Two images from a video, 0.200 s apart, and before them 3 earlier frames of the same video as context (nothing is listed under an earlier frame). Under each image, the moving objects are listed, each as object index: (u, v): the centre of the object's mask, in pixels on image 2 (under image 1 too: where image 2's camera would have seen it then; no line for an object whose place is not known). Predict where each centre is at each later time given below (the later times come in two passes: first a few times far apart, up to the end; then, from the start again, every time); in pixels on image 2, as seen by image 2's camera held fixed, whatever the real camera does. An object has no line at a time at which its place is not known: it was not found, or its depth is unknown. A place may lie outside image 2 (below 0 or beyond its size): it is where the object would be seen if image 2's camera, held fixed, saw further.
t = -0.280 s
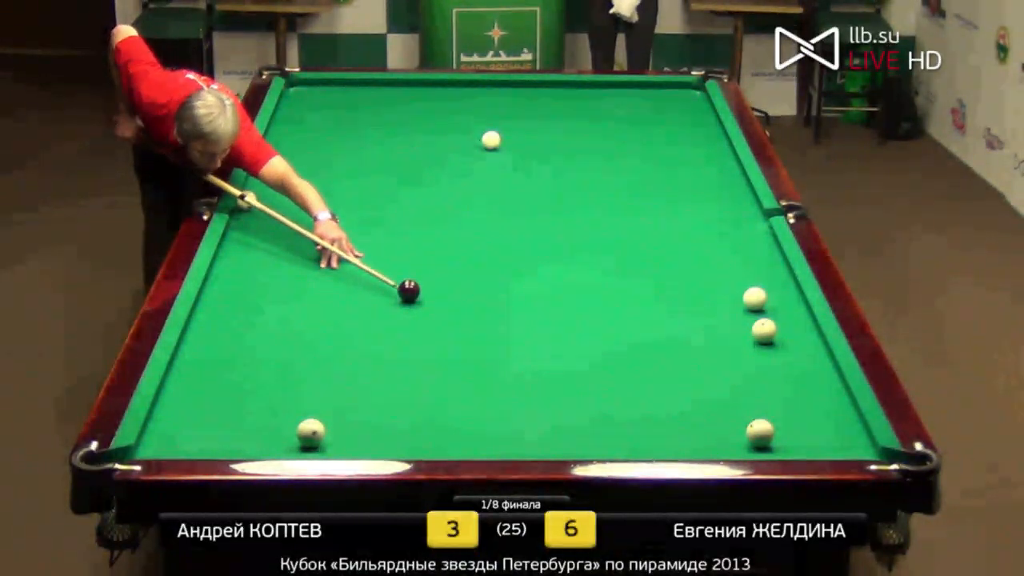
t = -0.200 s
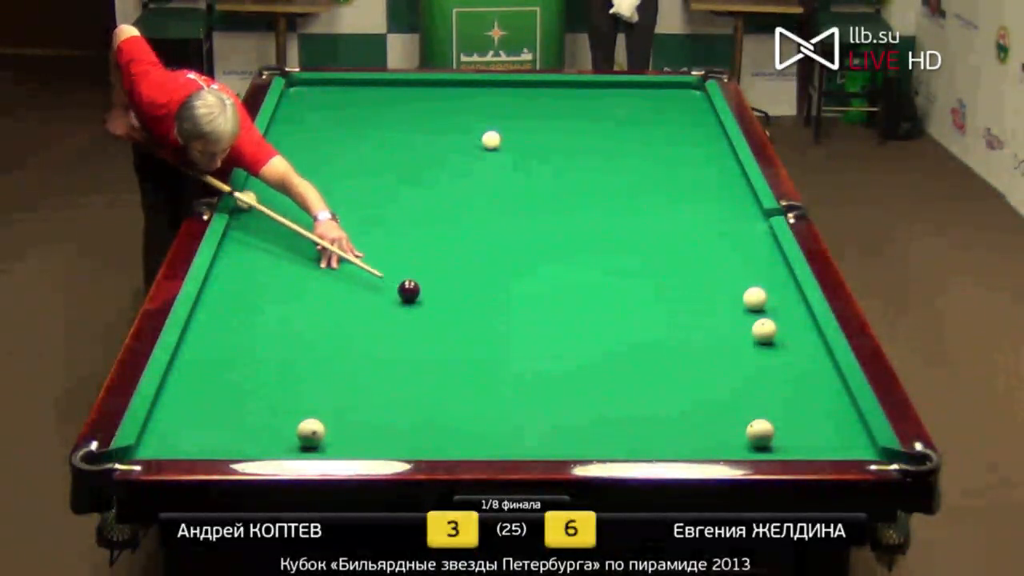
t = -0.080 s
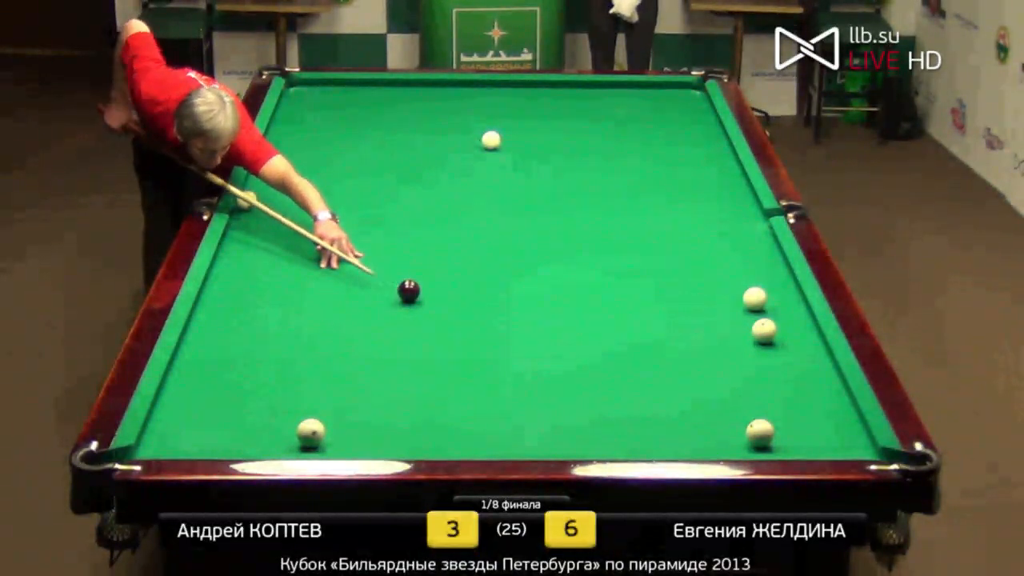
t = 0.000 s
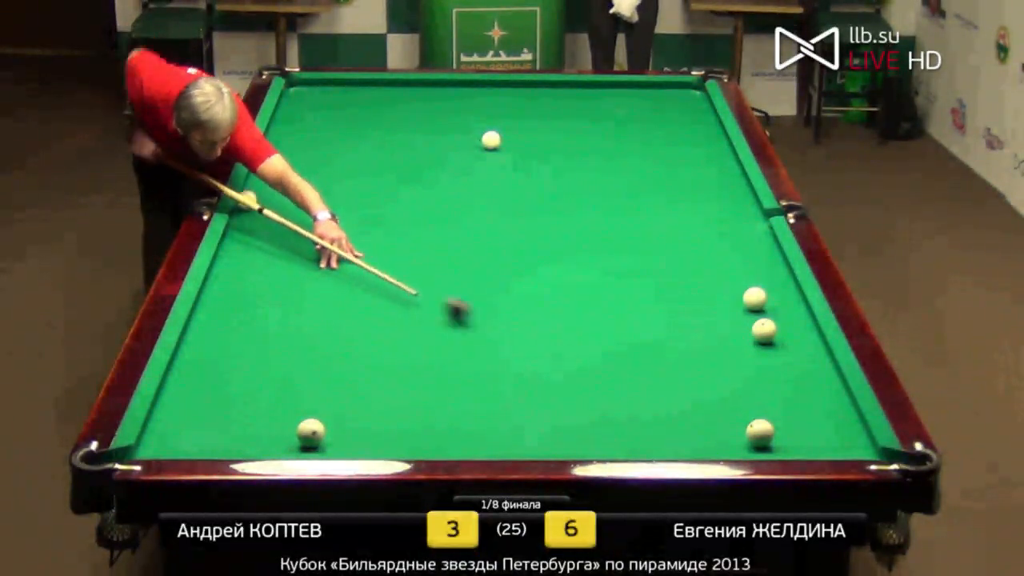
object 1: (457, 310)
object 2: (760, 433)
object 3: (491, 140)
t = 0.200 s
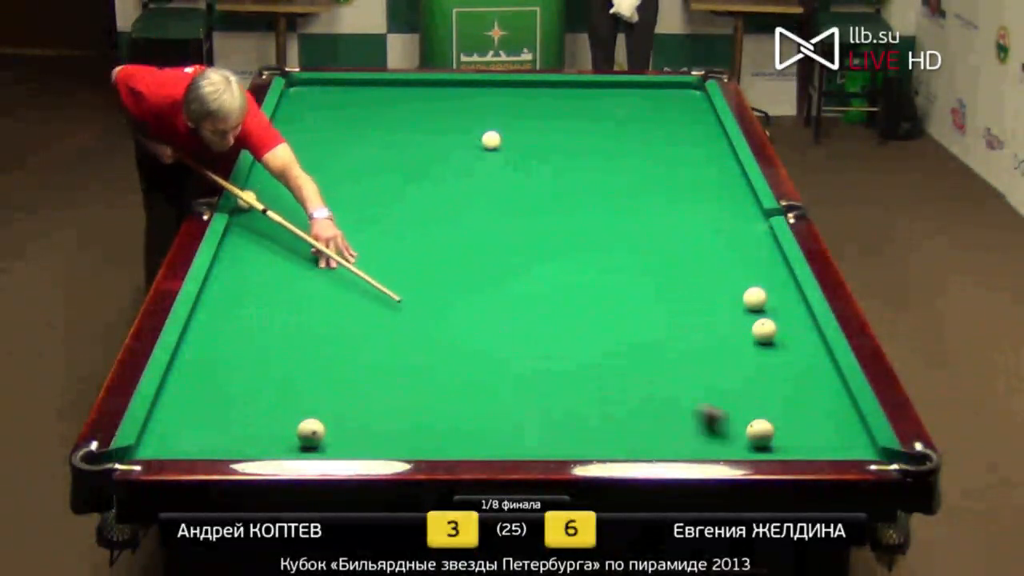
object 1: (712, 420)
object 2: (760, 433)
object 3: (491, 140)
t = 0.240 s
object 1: (729, 436)
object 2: (799, 436)
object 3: (491, 140)
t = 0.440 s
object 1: (652, 425)
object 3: (491, 140)
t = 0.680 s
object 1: (558, 389)
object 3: (491, 140)
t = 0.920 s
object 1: (472, 357)
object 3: (491, 140)
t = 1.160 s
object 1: (394, 327)
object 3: (491, 140)
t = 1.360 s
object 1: (334, 305)
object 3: (491, 140)
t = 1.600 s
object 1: (268, 280)
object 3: (491, 140)
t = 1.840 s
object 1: (234, 257)
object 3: (491, 140)
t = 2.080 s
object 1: (281, 238)
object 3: (491, 140)
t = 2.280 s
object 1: (316, 223)
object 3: (491, 140)
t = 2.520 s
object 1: (355, 207)
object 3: (491, 140)
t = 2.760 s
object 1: (391, 191)
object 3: (491, 140)
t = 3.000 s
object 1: (425, 177)
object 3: (491, 140)
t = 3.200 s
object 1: (451, 166)
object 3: (491, 140)
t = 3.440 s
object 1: (480, 154)
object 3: (491, 140)
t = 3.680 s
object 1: (511, 143)
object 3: (488, 138)
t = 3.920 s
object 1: (545, 137)
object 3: (482, 135)
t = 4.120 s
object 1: (573, 132)
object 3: (477, 132)
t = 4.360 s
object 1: (603, 127)
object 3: (472, 129)
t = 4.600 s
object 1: (632, 121)
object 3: (467, 126)
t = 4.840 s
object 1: (660, 116)
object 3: (462, 124)
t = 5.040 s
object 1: (681, 112)
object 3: (459, 122)
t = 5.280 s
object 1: (706, 108)
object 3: (454, 120)
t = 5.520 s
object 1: (691, 105)
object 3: (451, 118)
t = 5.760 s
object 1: (677, 102)
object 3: (448, 117)
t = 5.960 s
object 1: (666, 100)
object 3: (445, 115)
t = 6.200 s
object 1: (653, 98)
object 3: (442, 114)
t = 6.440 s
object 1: (641, 96)
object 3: (440, 113)
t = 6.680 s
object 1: (630, 95)
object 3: (438, 113)
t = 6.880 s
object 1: (621, 93)
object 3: (437, 113)
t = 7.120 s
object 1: (611, 92)
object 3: (435, 112)
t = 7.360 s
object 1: (601, 91)
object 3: (435, 112)
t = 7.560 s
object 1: (595, 89)
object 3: (434, 112)
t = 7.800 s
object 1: (587, 88)
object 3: (434, 112)
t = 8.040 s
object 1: (579, 87)
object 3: (435, 112)
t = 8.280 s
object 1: (573, 86)
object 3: (435, 112)
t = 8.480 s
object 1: (569, 85)
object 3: (435, 112)
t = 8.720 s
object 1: (563, 85)
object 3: (435, 112)
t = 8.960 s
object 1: (559, 84)
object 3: (435, 112)
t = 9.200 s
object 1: (556, 83)
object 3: (434, 112)
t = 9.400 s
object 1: (554, 84)
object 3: (435, 112)
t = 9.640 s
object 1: (552, 83)
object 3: (435, 112)
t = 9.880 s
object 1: (551, 84)
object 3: (435, 112)
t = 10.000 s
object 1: (551, 84)
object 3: (435, 112)
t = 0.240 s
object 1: (729, 436)
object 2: (799, 436)
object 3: (491, 140)
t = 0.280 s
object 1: (721, 444)
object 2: (863, 446)
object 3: (491, 140)
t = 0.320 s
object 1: (706, 444)
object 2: (902, 461)
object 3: (491, 140)
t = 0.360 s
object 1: (687, 439)
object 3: (491, 140)
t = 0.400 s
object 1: (669, 432)
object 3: (491, 140)
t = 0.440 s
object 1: (652, 425)
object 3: (491, 140)
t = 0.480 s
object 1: (635, 418)
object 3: (491, 140)
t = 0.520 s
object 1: (619, 412)
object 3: (491, 140)
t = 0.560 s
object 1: (604, 407)
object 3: (491, 140)
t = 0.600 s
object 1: (588, 400)
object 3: (491, 140)
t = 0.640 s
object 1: (572, 395)
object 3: (491, 140)
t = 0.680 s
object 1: (558, 389)
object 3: (491, 140)
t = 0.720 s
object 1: (543, 383)
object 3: (491, 140)
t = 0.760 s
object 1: (529, 378)
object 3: (491, 140)
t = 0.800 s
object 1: (514, 372)
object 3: (491, 140)
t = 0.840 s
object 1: (500, 367)
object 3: (491, 140)
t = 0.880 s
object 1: (486, 362)
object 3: (491, 140)
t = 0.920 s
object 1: (472, 357)
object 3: (491, 140)
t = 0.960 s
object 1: (459, 352)
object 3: (491, 140)
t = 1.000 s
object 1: (445, 347)
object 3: (491, 140)
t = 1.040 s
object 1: (432, 342)
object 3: (491, 140)
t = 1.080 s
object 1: (420, 337)
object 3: (491, 140)
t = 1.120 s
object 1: (407, 332)
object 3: (491, 140)
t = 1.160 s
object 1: (394, 327)
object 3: (491, 140)
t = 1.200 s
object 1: (382, 323)
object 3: (491, 140)
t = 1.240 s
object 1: (370, 318)
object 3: (491, 140)
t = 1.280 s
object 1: (358, 314)
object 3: (491, 140)
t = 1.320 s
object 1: (346, 309)
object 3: (491, 140)
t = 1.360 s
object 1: (334, 305)
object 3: (491, 140)
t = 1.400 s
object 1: (323, 300)
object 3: (491, 140)
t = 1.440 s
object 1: (311, 296)
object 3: (491, 140)
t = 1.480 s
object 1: (300, 292)
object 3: (491, 140)
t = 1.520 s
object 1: (289, 288)
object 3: (491, 140)
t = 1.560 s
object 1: (279, 284)
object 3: (491, 140)
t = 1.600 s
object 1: (268, 280)
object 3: (491, 140)
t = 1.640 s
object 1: (258, 276)
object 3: (491, 140)
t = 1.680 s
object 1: (247, 272)
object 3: (491, 140)
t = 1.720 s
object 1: (237, 268)
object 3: (491, 140)
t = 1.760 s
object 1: (227, 264)
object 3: (491, 140)
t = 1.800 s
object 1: (225, 260)
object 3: (491, 140)
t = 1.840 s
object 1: (234, 257)
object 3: (491, 140)
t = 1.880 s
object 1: (243, 254)
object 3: (491, 140)
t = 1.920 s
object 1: (251, 251)
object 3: (491, 140)
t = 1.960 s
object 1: (259, 248)
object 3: (491, 140)
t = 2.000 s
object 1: (266, 245)
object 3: (491, 139)
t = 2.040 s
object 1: (274, 241)
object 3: (491, 140)
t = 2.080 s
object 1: (281, 238)
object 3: (491, 140)
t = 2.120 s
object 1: (288, 235)
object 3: (491, 140)
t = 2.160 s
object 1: (295, 232)
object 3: (491, 140)
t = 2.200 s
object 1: (302, 229)
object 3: (491, 140)
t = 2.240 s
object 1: (309, 226)
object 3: (491, 140)
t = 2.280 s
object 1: (316, 223)
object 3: (491, 140)
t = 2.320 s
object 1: (323, 220)
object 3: (491, 140)
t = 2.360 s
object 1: (329, 218)
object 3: (491, 140)
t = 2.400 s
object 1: (336, 215)
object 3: (491, 140)
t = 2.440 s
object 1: (343, 212)
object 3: (491, 140)
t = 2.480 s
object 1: (349, 210)
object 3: (491, 140)
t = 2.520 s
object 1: (355, 207)
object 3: (491, 140)
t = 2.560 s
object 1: (362, 204)
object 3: (491, 140)
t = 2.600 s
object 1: (368, 202)
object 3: (491, 140)
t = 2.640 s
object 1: (374, 199)
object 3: (491, 140)
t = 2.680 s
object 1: (380, 197)
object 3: (491, 140)
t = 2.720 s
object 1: (386, 194)
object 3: (491, 140)
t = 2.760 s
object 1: (391, 191)
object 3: (491, 140)
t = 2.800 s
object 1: (397, 189)
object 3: (491, 140)
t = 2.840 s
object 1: (403, 187)
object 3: (491, 140)
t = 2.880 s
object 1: (409, 184)
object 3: (491, 140)
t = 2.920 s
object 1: (414, 182)
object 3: (491, 140)
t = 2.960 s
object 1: (420, 179)
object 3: (491, 140)
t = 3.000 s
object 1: (425, 177)
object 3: (491, 140)
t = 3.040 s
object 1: (430, 175)
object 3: (491, 140)
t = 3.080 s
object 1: (435, 172)
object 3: (491, 140)
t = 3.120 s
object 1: (441, 170)
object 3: (491, 140)
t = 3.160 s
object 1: (446, 168)
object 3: (491, 140)
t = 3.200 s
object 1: (451, 166)
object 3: (491, 140)
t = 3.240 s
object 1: (456, 164)
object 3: (491, 140)
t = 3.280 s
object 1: (461, 162)
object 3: (491, 140)
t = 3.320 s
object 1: (466, 159)
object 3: (491, 140)
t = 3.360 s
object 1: (471, 157)
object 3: (491, 140)
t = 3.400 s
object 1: (475, 156)
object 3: (491, 140)
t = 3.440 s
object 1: (480, 154)
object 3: (491, 140)
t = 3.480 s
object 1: (485, 152)
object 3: (492, 139)
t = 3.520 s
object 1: (489, 149)
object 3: (491, 137)
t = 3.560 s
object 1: (494, 147)
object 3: (490, 137)
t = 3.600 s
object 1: (499, 146)
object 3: (488, 138)
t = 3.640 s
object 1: (505, 145)
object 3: (489, 139)
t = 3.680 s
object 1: (511, 143)
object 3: (488, 138)
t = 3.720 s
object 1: (517, 142)
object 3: (487, 138)
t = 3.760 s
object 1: (523, 141)
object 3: (486, 137)
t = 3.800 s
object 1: (528, 140)
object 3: (485, 136)
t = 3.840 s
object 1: (534, 139)
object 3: (484, 136)
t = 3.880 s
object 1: (540, 138)
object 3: (483, 135)
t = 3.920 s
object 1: (545, 137)
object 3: (482, 135)
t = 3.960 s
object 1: (551, 137)
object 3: (481, 134)
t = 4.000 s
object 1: (556, 135)
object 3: (481, 134)
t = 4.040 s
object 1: (562, 134)
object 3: (479, 133)
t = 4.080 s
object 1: (567, 133)
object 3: (478, 133)
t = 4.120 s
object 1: (573, 132)
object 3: (477, 132)
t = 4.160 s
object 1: (578, 132)
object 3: (477, 132)
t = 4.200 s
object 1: (583, 131)
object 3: (476, 131)
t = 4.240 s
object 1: (588, 130)
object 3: (475, 131)
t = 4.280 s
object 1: (593, 129)
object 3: (474, 130)
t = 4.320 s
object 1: (598, 128)
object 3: (473, 129)
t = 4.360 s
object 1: (603, 127)
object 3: (472, 129)
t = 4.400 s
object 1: (608, 126)
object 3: (471, 128)
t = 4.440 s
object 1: (613, 125)
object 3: (470, 128)
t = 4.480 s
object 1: (618, 124)
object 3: (469, 128)
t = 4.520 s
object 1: (623, 123)
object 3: (469, 127)
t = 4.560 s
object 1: (628, 122)
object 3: (468, 127)
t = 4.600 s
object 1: (632, 121)
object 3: (467, 126)
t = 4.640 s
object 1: (637, 120)
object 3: (466, 126)
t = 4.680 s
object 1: (642, 119)
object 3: (466, 125)
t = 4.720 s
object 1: (646, 119)
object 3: (465, 125)
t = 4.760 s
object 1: (651, 118)
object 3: (464, 125)
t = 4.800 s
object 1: (655, 117)
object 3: (463, 124)
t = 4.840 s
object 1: (660, 116)
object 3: (462, 124)
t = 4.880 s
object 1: (665, 115)
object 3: (461, 124)
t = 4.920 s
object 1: (669, 114)
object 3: (461, 123)
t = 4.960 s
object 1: (673, 114)
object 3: (460, 123)
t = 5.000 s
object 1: (677, 113)
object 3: (459, 122)
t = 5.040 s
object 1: (681, 112)
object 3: (459, 122)
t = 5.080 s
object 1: (686, 111)
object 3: (458, 122)
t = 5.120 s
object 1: (690, 111)
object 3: (457, 121)
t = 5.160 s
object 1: (694, 110)
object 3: (457, 121)
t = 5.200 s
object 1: (698, 109)
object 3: (456, 121)
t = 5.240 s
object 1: (702, 108)
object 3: (455, 120)
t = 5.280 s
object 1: (706, 108)
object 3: (454, 120)
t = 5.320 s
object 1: (704, 107)
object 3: (454, 120)
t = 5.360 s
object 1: (701, 106)
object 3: (453, 119)
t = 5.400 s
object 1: (698, 106)
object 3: (453, 119)
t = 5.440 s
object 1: (696, 105)
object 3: (452, 119)
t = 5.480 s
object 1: (693, 105)
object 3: (452, 118)
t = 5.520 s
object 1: (691, 105)
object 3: (451, 118)
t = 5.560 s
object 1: (688, 104)
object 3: (451, 118)
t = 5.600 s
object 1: (686, 104)
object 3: (450, 118)
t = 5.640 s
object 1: (683, 103)
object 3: (450, 117)
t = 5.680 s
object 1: (681, 103)
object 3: (449, 117)
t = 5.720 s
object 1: (679, 103)
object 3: (448, 117)
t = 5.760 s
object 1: (677, 102)
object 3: (448, 117)
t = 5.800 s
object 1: (674, 102)
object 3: (447, 116)
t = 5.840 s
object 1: (672, 101)
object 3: (447, 116)
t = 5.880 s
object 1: (670, 101)
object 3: (446, 116)
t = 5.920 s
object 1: (668, 101)
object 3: (446, 116)
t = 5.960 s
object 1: (666, 100)
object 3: (445, 115)
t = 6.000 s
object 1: (663, 100)
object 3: (445, 115)
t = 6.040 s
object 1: (661, 100)
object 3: (444, 115)
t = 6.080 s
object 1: (659, 99)
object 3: (444, 115)
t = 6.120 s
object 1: (657, 99)
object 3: (443, 115)
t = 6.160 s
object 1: (655, 98)
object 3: (443, 115)
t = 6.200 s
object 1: (653, 98)
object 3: (442, 114)
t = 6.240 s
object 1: (651, 98)
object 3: (442, 114)
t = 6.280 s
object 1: (649, 98)
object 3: (442, 114)
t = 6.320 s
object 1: (647, 97)
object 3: (441, 114)
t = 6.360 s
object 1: (645, 97)
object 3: (441, 114)
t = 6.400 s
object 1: (643, 97)
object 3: (440, 114)
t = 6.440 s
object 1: (641, 96)
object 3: (440, 113)
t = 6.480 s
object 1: (639, 96)
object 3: (439, 113)
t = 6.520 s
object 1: (637, 96)
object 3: (439, 113)
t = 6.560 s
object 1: (635, 96)
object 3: (439, 113)
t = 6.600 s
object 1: (633, 95)
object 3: (438, 113)
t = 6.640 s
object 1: (631, 95)
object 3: (438, 113)
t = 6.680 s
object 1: (630, 95)
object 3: (438, 113)
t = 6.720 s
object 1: (628, 95)
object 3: (437, 113)
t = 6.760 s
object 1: (626, 94)
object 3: (437, 113)
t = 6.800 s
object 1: (625, 94)
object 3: (437, 112)
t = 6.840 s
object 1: (622, 94)
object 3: (437, 113)
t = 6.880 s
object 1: (621, 93)
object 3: (437, 113)
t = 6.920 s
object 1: (619, 93)
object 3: (436, 113)
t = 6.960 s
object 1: (617, 92)
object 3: (436, 113)
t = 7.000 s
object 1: (616, 92)
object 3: (436, 113)
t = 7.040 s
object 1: (614, 92)
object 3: (436, 112)
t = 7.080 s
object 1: (612, 92)
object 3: (436, 112)
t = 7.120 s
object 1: (611, 92)
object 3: (435, 112)
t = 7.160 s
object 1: (609, 91)
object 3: (435, 112)
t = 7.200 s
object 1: (608, 91)
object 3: (435, 112)
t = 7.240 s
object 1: (606, 91)
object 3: (435, 112)
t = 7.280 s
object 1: (605, 91)
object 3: (435, 112)
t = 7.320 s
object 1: (603, 91)
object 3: (435, 112)
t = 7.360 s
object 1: (601, 91)
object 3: (435, 112)
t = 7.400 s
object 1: (600, 90)
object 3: (435, 112)
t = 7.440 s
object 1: (599, 90)
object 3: (434, 112)
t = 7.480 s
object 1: (597, 90)
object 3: (434, 112)
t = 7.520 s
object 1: (596, 90)
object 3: (434, 112)
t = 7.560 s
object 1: (595, 89)
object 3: (434, 112)
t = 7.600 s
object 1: (593, 89)
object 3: (434, 112)
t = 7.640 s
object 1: (592, 89)
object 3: (434, 112)
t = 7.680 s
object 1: (591, 89)
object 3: (434, 112)
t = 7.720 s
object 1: (589, 89)
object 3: (434, 112)
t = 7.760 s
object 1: (588, 89)
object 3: (434, 112)
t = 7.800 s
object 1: (587, 88)
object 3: (434, 112)
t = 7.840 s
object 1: (585, 88)
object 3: (434, 112)
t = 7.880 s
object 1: (584, 88)
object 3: (435, 112)
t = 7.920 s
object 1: (583, 88)
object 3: (435, 112)
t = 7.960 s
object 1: (582, 88)
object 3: (435, 112)
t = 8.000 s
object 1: (581, 87)
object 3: (435, 112)
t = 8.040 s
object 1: (579, 87)
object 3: (435, 112)
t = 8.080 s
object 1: (579, 87)
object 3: (435, 112)
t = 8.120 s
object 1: (577, 87)
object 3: (435, 112)
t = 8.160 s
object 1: (576, 87)
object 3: (435, 112)
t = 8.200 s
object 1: (575, 86)
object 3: (435, 112)
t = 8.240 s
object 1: (574, 86)
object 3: (435, 112)
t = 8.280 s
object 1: (573, 86)
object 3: (435, 112)
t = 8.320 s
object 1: (572, 86)
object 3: (435, 112)
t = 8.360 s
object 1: (571, 86)
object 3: (435, 112)
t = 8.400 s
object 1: (570, 86)
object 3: (435, 112)
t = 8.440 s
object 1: (569, 85)
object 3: (435, 112)
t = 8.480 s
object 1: (569, 85)
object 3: (435, 112)
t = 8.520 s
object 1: (568, 85)
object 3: (435, 112)
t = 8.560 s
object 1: (567, 85)
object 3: (435, 112)
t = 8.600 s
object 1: (566, 85)
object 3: (435, 112)
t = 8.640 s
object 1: (565, 85)
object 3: (435, 112)
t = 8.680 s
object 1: (564, 85)
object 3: (435, 112)
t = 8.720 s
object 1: (563, 85)
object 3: (435, 112)
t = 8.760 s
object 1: (563, 85)
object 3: (435, 112)
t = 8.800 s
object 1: (562, 85)
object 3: (435, 112)
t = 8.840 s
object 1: (561, 85)
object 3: (435, 112)
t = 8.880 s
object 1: (561, 84)
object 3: (435, 112)
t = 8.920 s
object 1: (560, 84)
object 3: (435, 112)
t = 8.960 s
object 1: (559, 84)
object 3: (435, 112)
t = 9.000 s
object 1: (559, 84)
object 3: (435, 112)
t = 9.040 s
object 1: (558, 84)
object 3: (435, 112)
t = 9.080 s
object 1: (558, 84)
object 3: (435, 112)
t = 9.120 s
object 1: (557, 84)
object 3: (435, 112)
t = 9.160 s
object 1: (557, 84)
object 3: (435, 112)
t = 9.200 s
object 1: (556, 83)
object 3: (434, 112)
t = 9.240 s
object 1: (555, 84)
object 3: (435, 112)
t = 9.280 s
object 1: (555, 84)
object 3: (435, 112)
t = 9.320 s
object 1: (555, 84)
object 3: (435, 112)
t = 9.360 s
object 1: (554, 84)
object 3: (435, 112)
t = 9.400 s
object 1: (554, 84)
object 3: (435, 112)
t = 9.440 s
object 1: (554, 84)
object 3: (435, 112)
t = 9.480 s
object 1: (553, 84)
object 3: (435, 112)
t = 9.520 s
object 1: (553, 84)
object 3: (435, 112)
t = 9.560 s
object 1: (553, 84)
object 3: (435, 112)
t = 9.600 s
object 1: (552, 84)
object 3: (435, 112)
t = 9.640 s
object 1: (552, 83)
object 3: (435, 112)
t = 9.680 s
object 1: (552, 84)
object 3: (435, 112)
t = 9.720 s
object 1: (552, 83)
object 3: (435, 112)
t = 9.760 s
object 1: (552, 84)
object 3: (435, 112)
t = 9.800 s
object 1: (552, 83)
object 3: (435, 112)
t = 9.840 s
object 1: (552, 83)
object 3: (435, 112)
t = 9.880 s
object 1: (551, 84)
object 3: (435, 112)
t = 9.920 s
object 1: (551, 84)
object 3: (435, 112)
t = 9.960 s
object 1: (551, 84)
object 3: (435, 112)
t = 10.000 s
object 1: (551, 84)
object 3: (435, 112)
